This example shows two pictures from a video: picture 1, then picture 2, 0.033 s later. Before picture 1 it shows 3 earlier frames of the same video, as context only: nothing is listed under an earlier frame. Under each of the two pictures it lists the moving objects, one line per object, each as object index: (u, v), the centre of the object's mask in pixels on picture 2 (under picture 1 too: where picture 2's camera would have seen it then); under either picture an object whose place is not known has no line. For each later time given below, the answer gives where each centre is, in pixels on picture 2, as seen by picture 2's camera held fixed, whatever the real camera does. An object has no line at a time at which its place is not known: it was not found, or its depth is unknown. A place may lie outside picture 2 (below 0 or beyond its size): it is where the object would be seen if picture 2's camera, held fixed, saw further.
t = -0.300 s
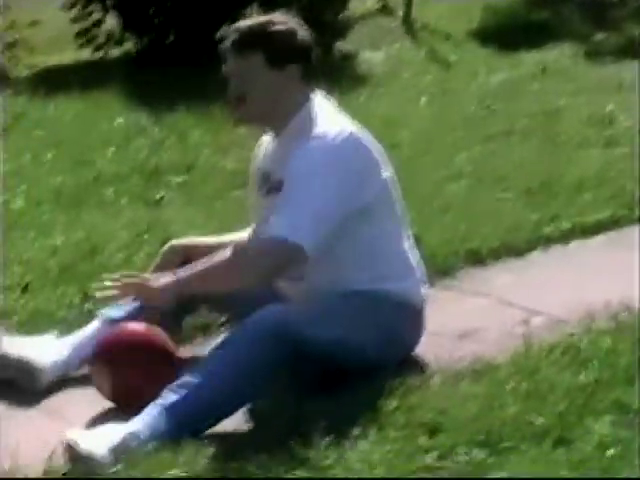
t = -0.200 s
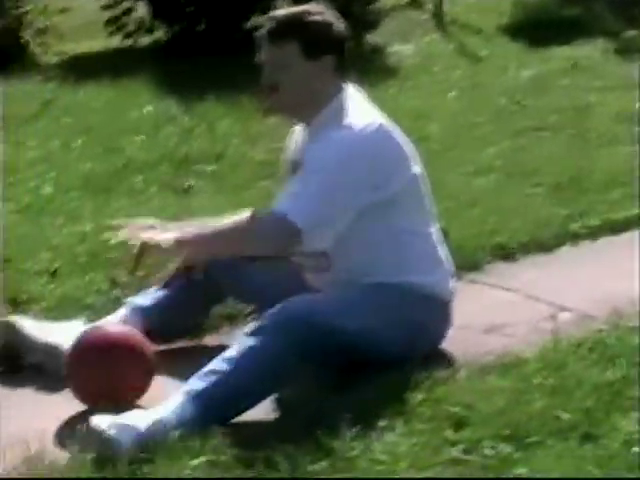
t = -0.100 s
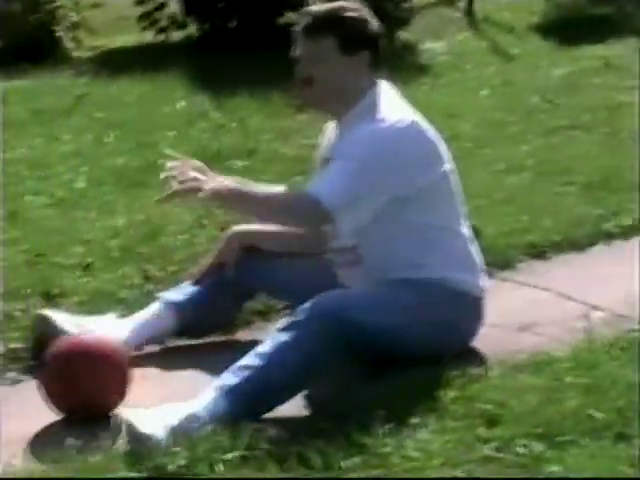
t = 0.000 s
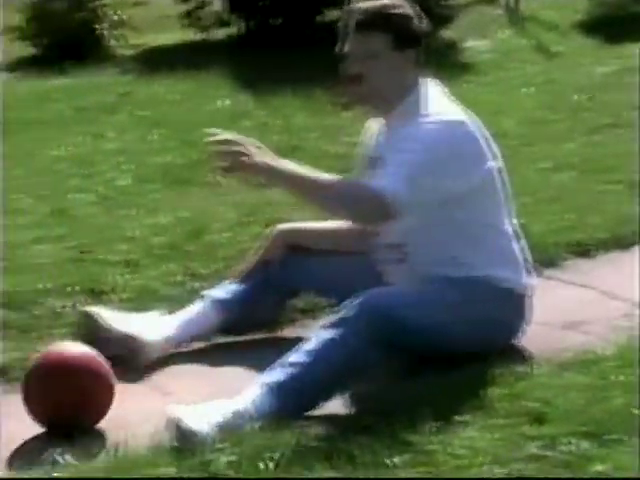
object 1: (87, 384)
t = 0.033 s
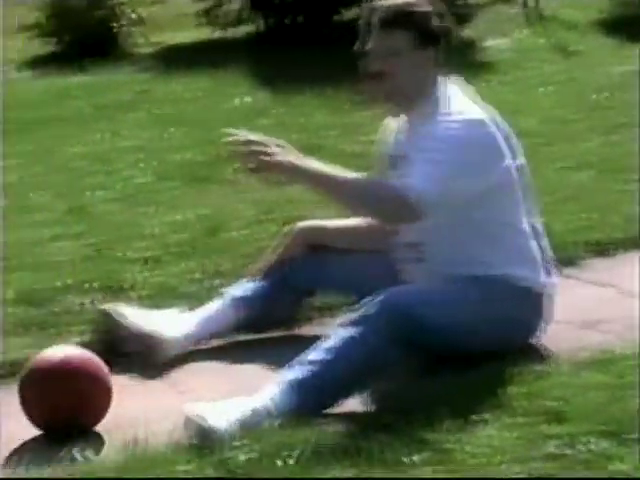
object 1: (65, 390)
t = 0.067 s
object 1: (50, 393)
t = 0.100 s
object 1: (27, 400)
